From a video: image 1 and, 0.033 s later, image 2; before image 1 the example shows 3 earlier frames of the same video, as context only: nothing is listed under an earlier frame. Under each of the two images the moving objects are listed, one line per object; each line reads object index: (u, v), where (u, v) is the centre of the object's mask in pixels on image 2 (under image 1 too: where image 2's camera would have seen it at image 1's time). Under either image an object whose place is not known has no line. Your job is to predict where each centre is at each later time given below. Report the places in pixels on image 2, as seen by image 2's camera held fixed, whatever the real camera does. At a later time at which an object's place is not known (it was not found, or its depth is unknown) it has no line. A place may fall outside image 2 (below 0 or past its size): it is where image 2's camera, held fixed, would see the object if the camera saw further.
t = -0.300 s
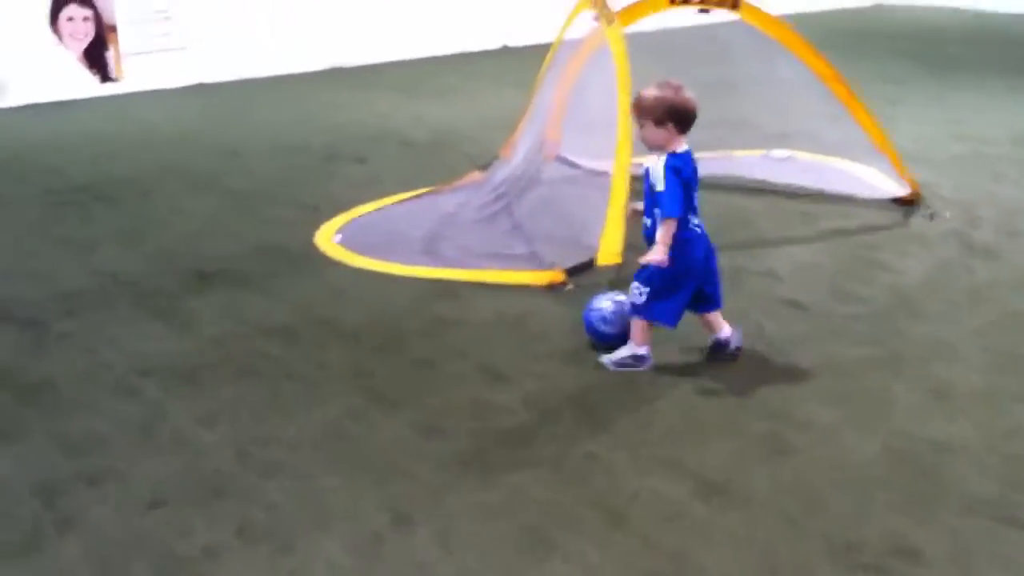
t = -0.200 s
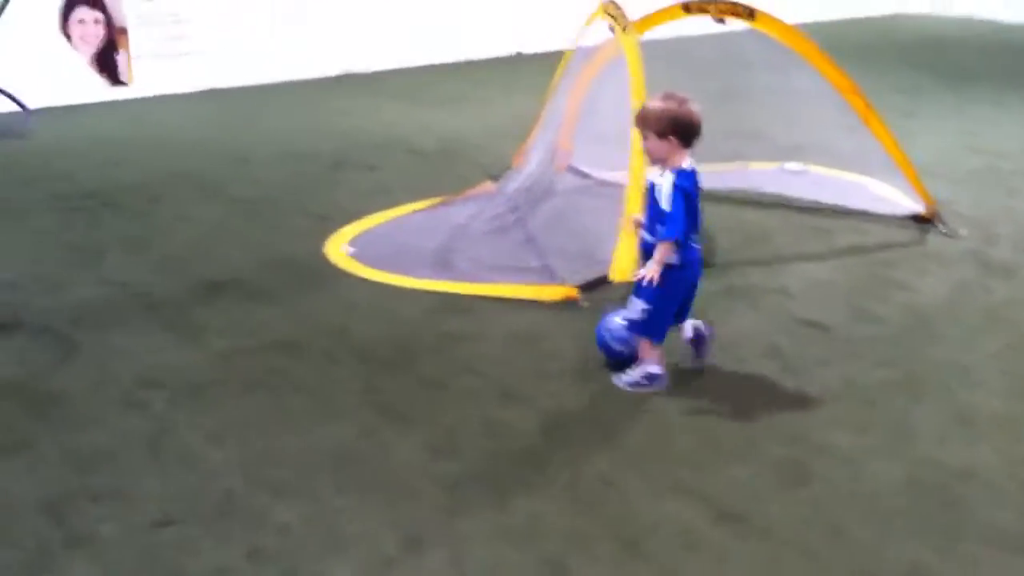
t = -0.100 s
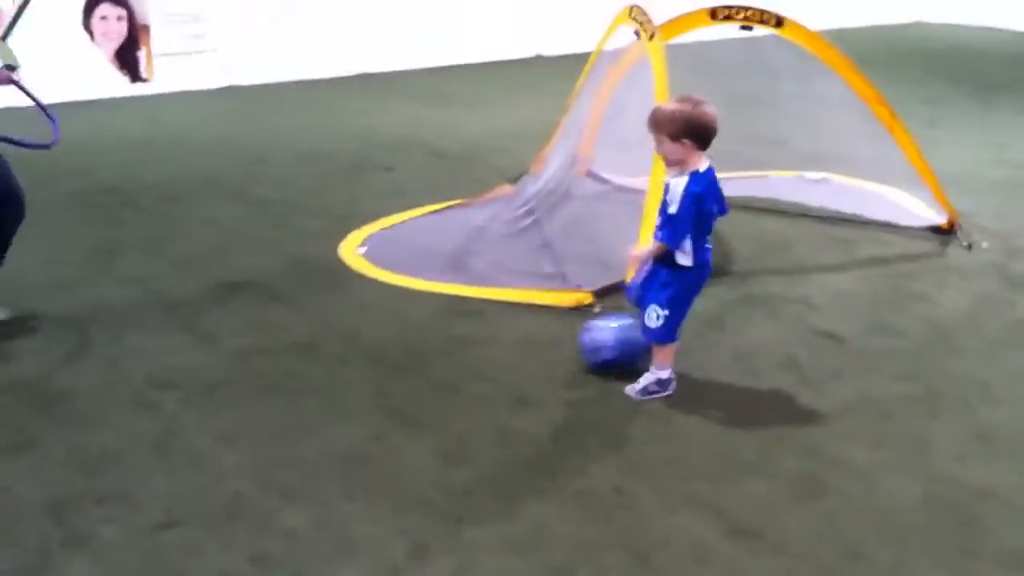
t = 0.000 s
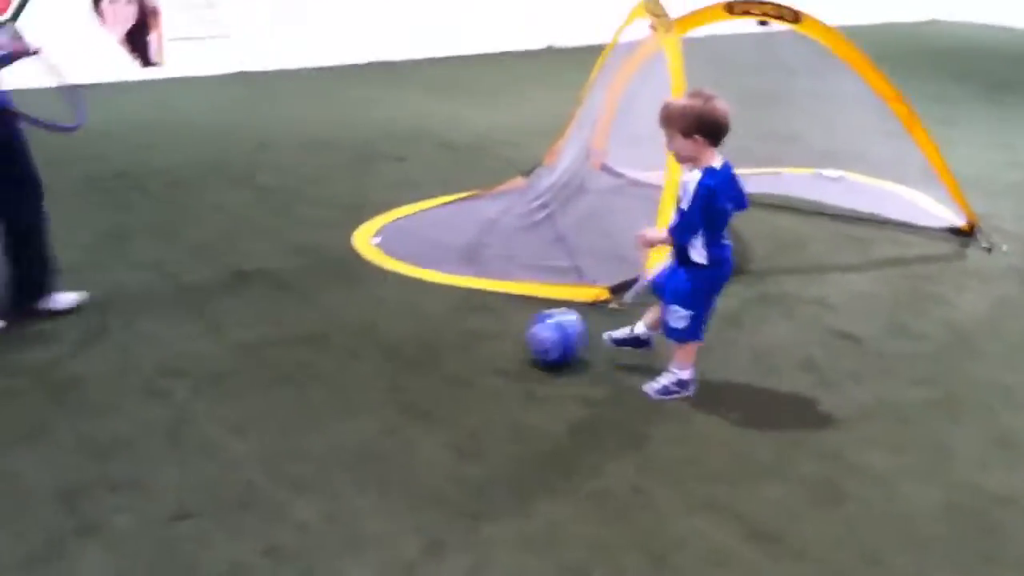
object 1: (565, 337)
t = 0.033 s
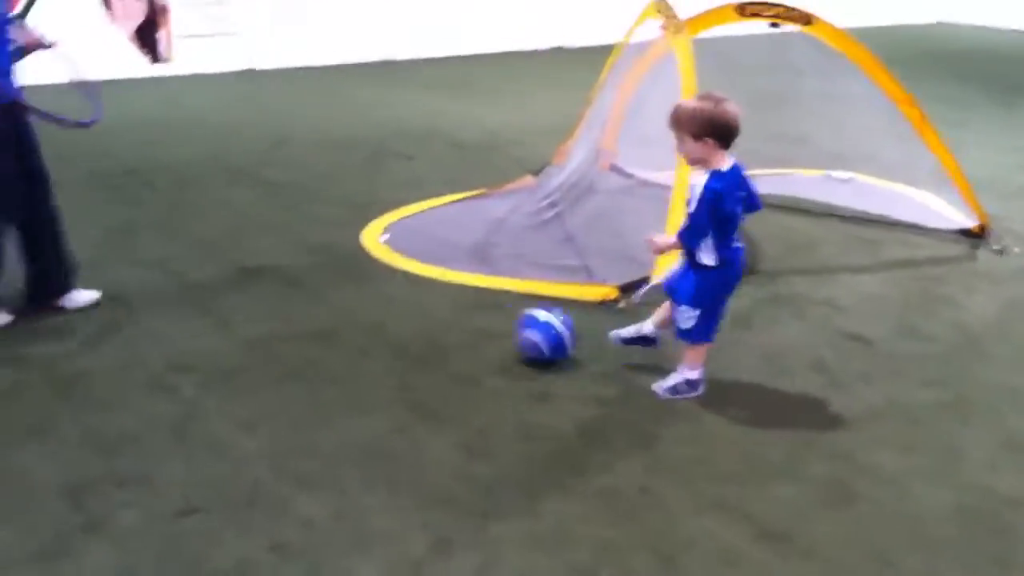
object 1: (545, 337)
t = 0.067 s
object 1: (527, 334)
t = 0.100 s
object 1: (509, 333)
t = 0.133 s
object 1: (491, 332)
